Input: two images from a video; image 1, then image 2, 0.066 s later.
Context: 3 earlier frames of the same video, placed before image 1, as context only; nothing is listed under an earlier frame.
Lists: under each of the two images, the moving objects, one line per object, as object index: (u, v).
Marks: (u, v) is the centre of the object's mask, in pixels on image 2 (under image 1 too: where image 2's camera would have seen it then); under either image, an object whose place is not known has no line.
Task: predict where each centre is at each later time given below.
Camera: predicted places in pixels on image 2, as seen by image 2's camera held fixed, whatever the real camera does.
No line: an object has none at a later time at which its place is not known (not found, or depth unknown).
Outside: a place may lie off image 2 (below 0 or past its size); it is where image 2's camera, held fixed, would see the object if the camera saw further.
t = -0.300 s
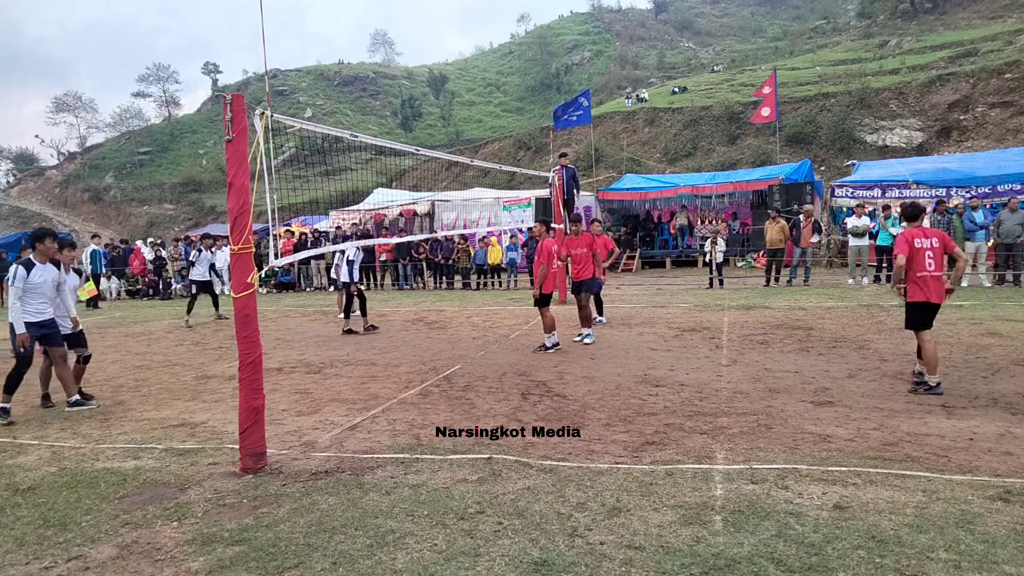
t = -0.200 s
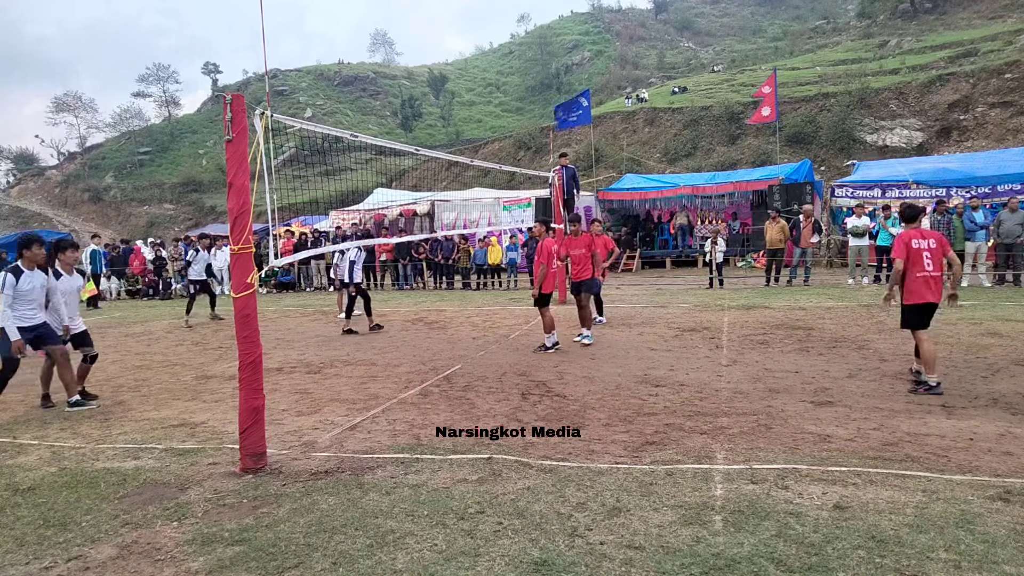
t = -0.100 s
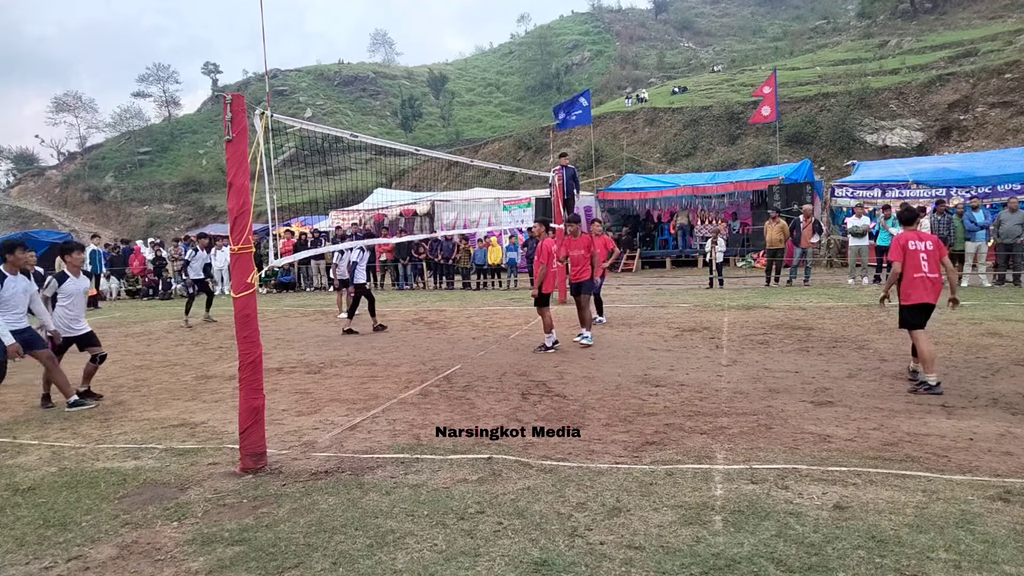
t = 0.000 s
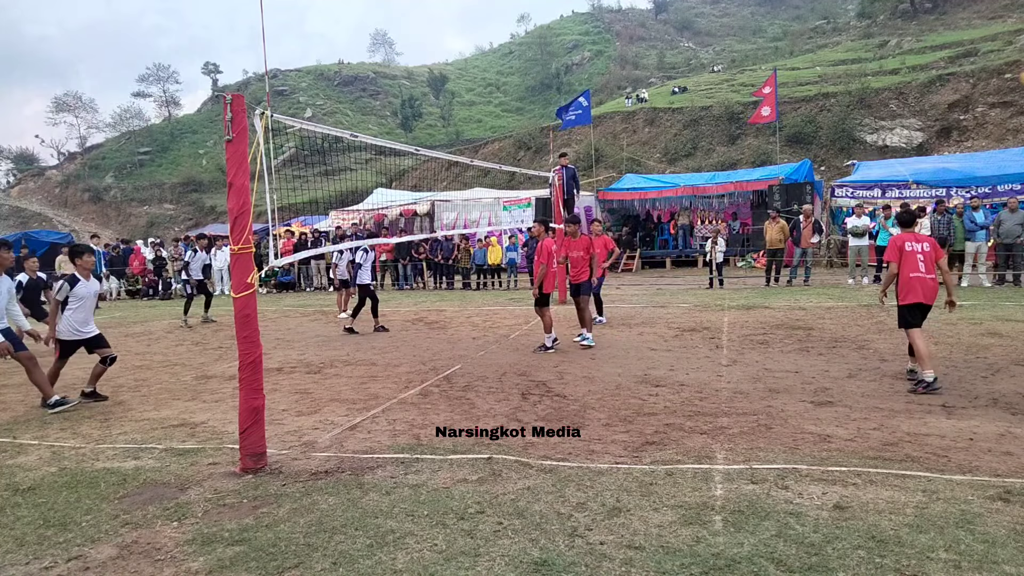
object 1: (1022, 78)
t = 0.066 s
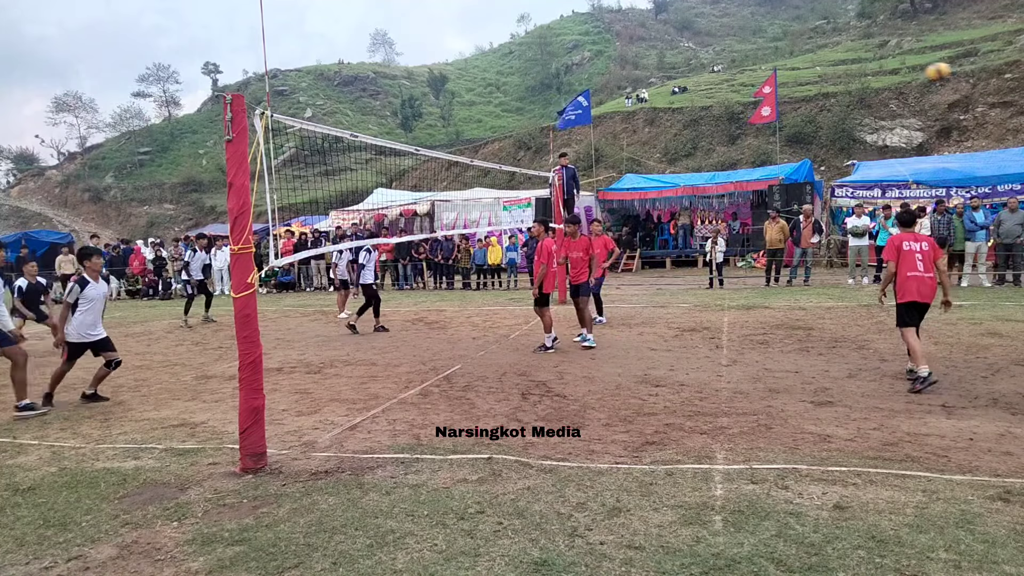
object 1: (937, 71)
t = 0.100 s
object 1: (890, 70)
